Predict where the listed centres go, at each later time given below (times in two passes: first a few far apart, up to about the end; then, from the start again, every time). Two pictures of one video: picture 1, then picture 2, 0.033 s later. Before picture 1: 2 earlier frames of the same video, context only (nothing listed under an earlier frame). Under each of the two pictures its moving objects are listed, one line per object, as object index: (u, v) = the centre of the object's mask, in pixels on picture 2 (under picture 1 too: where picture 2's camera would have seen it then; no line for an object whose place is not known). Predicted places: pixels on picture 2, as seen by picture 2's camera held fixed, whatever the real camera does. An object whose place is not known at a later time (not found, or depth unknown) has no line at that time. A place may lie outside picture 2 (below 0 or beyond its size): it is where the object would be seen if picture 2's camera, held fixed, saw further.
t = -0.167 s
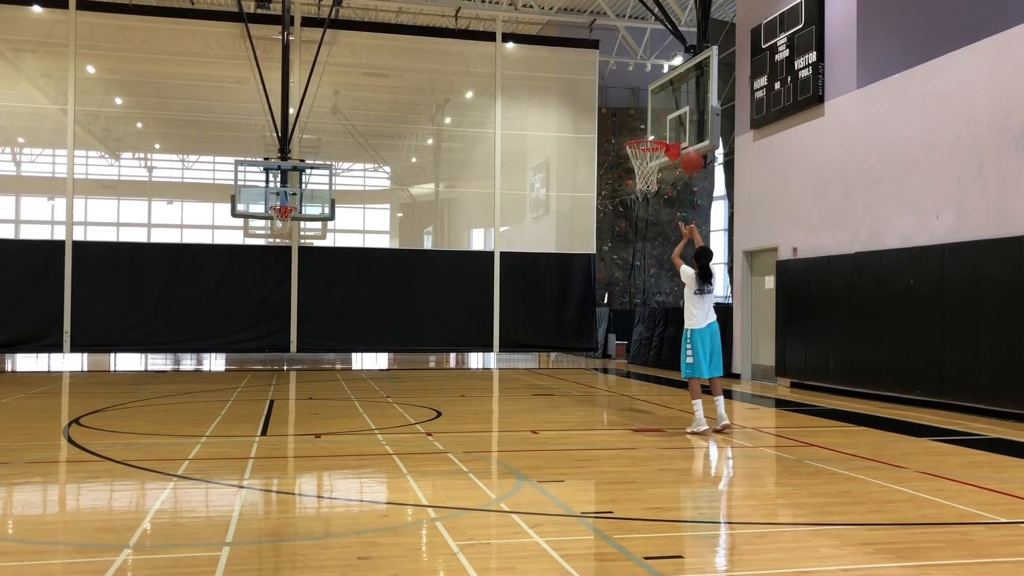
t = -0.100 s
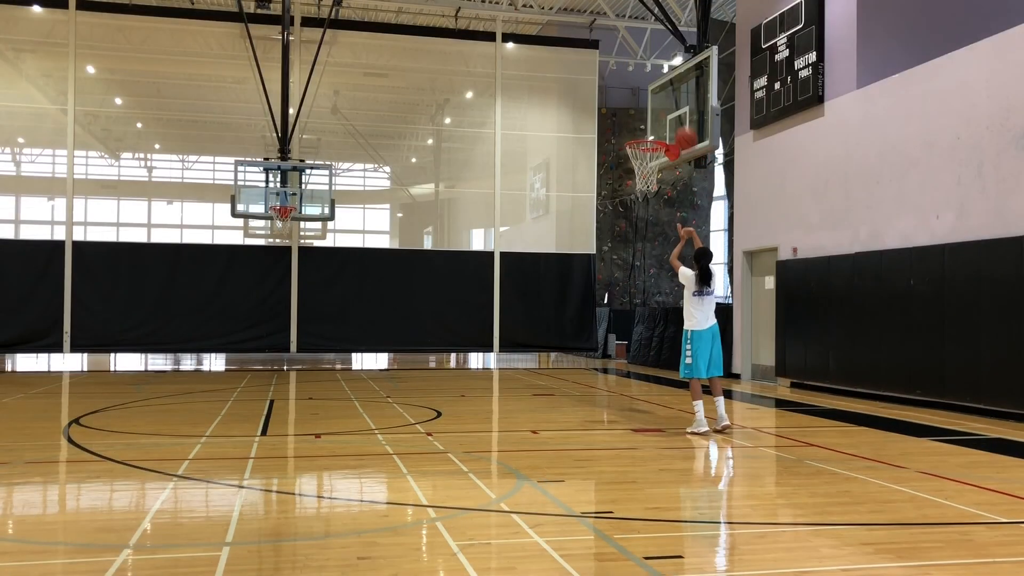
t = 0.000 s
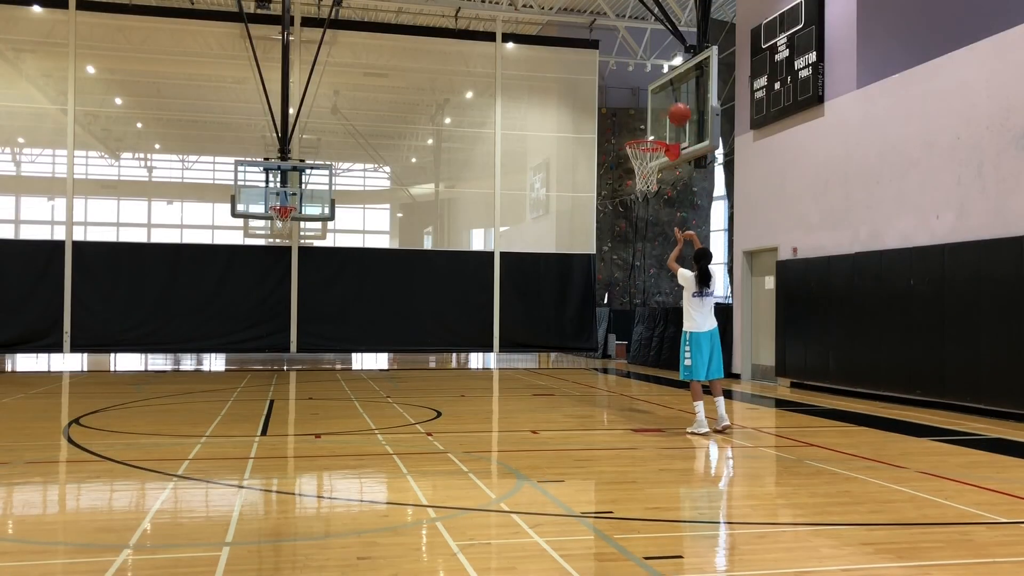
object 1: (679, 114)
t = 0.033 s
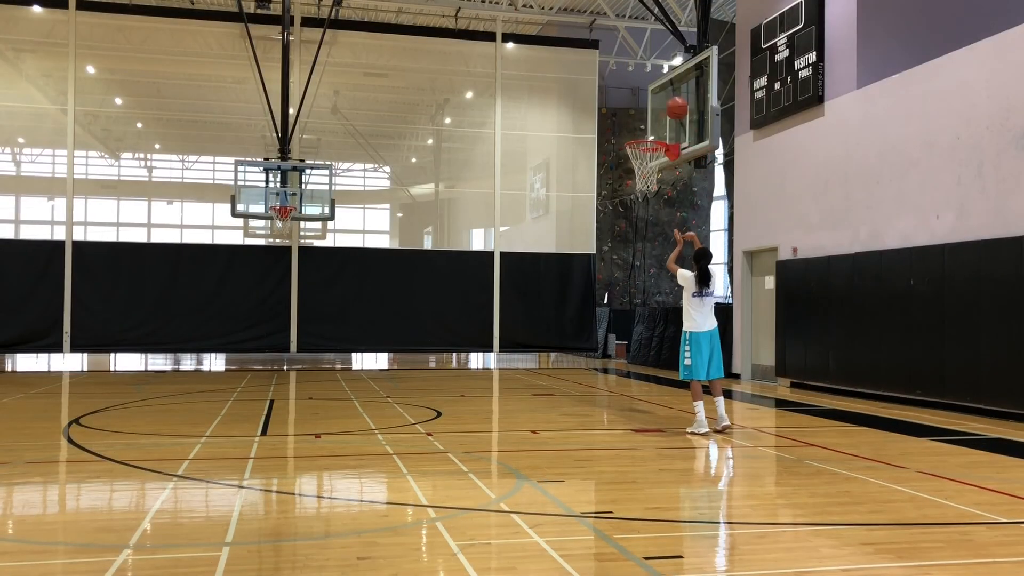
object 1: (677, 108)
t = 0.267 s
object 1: (662, 99)
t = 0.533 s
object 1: (648, 134)
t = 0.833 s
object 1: (638, 105)
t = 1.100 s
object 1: (626, 134)
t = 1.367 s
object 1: (598, 167)
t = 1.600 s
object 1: (572, 250)
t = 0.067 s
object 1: (674, 104)
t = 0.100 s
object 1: (672, 101)
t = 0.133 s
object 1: (671, 98)
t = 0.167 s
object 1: (668, 97)
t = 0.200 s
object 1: (667, 97)
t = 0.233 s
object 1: (664, 98)
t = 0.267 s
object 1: (662, 99)
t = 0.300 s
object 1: (661, 101)
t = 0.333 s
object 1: (659, 105)
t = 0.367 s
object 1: (657, 109)
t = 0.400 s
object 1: (655, 114)
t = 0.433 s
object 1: (653, 120)
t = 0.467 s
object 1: (651, 126)
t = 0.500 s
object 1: (650, 132)
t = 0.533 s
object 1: (648, 134)
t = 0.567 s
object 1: (646, 129)
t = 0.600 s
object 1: (645, 123)
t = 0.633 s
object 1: (644, 118)
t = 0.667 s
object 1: (643, 114)
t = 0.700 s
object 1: (642, 110)
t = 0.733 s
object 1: (641, 108)
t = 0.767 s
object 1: (640, 106)
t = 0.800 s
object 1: (639, 105)
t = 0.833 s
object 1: (638, 105)
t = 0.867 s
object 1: (637, 106)
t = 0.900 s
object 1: (635, 108)
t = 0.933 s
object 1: (633, 111)
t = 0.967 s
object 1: (632, 115)
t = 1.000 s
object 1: (631, 120)
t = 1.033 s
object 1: (630, 125)
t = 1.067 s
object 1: (628, 131)
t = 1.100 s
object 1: (626, 134)
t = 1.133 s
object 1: (622, 135)
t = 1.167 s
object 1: (619, 137)
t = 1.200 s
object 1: (616, 140)
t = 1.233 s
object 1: (612, 143)
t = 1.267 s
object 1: (608, 148)
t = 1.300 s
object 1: (605, 153)
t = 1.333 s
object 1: (601, 160)
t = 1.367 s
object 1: (598, 167)
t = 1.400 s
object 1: (594, 176)
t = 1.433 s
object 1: (591, 185)
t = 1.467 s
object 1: (587, 196)
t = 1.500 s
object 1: (583, 207)
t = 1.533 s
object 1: (580, 220)
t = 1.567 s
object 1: (576, 234)
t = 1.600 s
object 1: (572, 250)
